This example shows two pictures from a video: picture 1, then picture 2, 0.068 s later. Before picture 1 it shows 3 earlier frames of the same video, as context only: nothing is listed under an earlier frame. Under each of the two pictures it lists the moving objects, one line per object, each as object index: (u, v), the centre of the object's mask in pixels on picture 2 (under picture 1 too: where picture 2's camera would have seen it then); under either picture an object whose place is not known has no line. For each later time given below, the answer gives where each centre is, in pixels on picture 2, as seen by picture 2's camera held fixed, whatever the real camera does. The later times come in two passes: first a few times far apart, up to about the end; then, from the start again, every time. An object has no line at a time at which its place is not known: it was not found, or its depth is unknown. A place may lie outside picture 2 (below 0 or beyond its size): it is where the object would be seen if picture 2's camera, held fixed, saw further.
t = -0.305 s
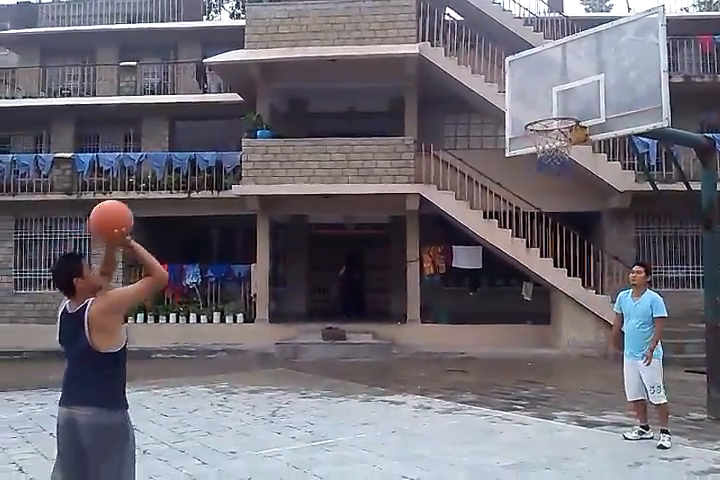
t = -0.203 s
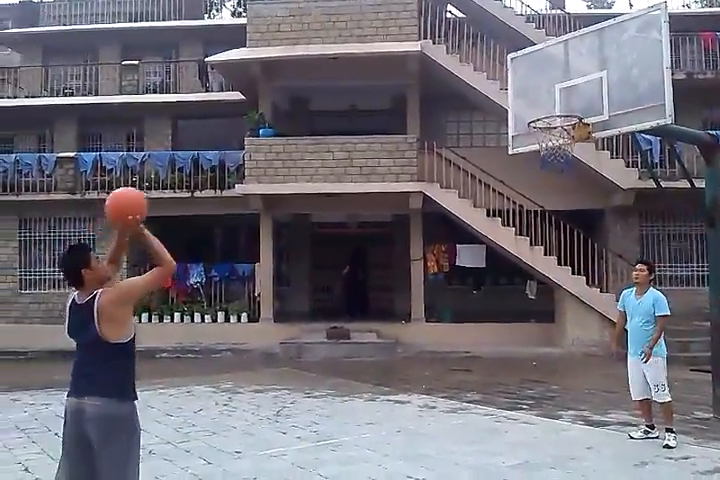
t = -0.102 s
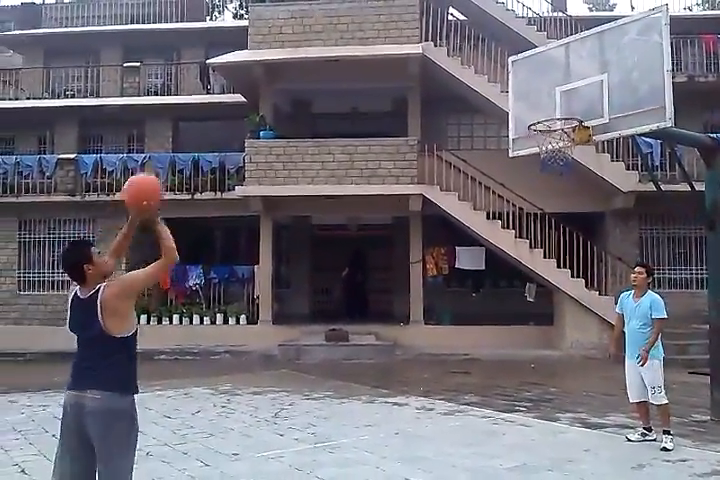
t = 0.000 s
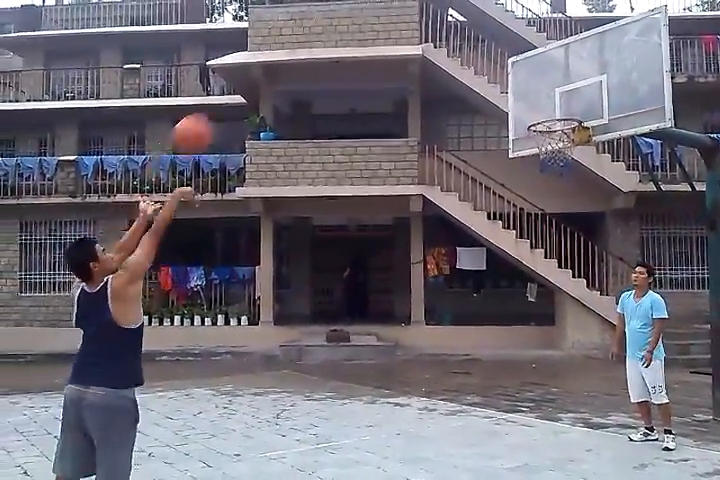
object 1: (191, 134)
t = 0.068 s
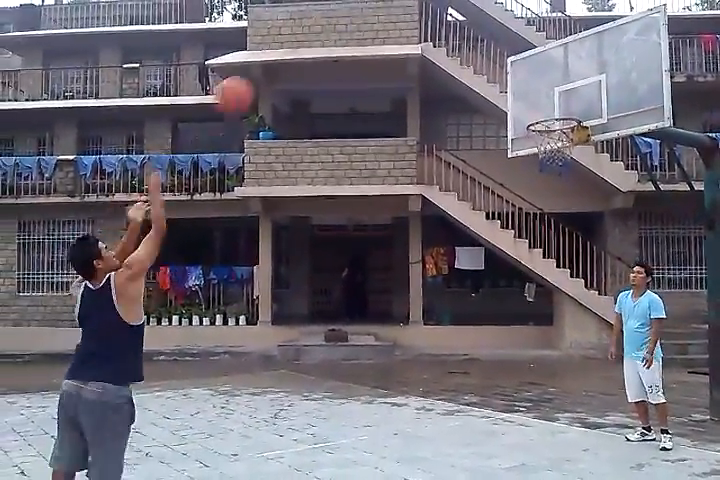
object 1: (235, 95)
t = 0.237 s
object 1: (322, 37)
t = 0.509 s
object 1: (439, 31)
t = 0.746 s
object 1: (522, 93)
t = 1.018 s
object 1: (554, 115)
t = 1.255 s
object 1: (547, 109)
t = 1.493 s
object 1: (552, 127)
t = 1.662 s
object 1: (558, 163)
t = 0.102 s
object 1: (253, 81)
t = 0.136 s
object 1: (270, 69)
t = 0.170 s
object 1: (287, 57)
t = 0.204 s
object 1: (304, 48)
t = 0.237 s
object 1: (322, 37)
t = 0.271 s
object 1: (338, 31)
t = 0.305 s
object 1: (355, 27)
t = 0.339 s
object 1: (370, 25)
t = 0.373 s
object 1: (385, 23)
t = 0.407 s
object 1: (398, 23)
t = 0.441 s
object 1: (412, 25)
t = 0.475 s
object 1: (427, 27)
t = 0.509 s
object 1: (439, 31)
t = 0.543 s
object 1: (452, 38)
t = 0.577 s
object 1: (464, 44)
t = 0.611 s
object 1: (475, 52)
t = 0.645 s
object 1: (488, 60)
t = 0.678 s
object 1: (499, 69)
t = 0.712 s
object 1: (510, 81)
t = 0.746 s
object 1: (522, 93)
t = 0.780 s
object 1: (533, 106)
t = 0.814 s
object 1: (537, 107)
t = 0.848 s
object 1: (540, 107)
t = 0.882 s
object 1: (543, 106)
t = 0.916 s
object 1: (546, 106)
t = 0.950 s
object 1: (550, 108)
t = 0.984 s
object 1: (552, 112)
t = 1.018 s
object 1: (554, 115)
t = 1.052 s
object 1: (555, 117)
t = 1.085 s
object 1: (554, 113)
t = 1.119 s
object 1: (554, 112)
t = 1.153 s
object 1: (552, 109)
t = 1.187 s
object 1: (550, 108)
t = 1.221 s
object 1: (548, 108)
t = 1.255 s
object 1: (547, 109)
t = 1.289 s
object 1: (548, 109)
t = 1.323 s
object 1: (548, 109)
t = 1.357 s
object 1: (548, 109)
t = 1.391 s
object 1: (549, 111)
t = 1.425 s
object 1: (551, 114)
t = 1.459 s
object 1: (552, 119)
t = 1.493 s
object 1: (552, 127)
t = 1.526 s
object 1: (556, 131)
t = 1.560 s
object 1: (558, 137)
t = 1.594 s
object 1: (561, 146)
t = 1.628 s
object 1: (561, 151)
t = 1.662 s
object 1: (558, 163)
